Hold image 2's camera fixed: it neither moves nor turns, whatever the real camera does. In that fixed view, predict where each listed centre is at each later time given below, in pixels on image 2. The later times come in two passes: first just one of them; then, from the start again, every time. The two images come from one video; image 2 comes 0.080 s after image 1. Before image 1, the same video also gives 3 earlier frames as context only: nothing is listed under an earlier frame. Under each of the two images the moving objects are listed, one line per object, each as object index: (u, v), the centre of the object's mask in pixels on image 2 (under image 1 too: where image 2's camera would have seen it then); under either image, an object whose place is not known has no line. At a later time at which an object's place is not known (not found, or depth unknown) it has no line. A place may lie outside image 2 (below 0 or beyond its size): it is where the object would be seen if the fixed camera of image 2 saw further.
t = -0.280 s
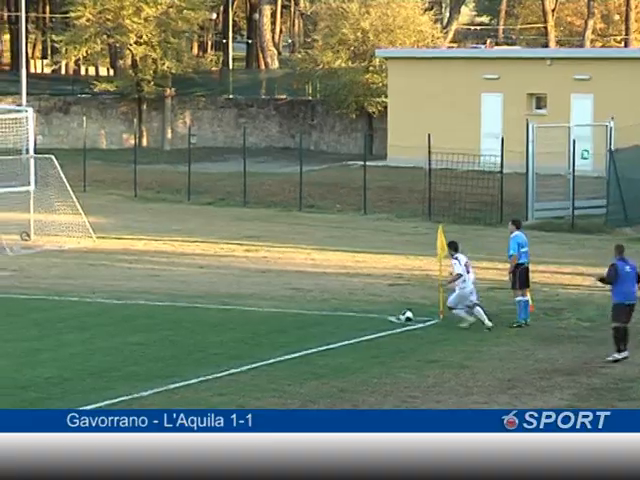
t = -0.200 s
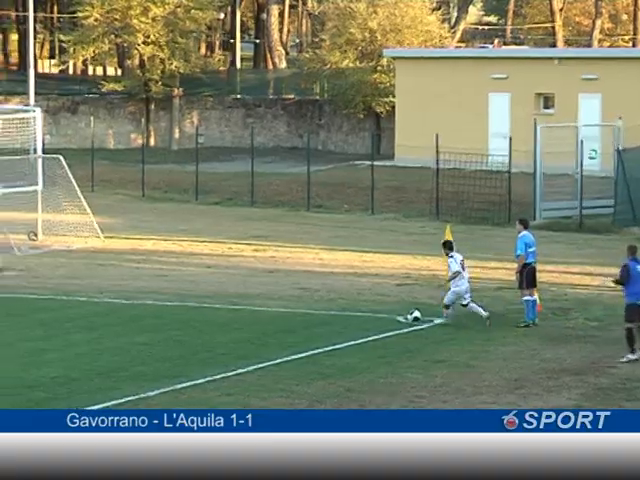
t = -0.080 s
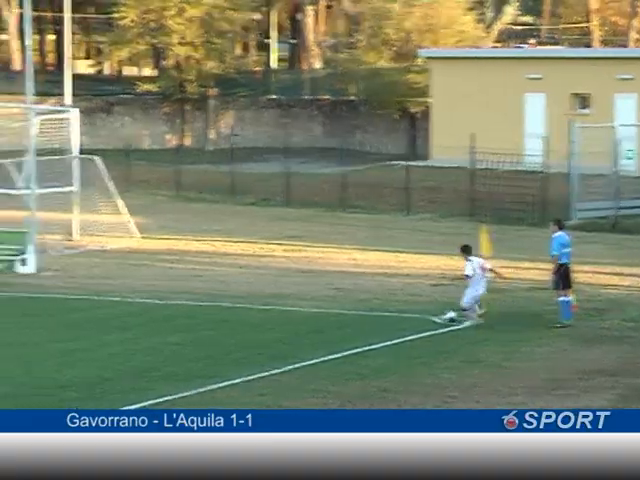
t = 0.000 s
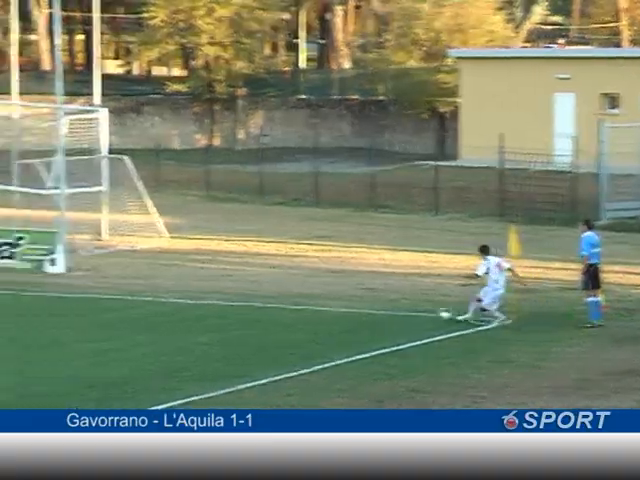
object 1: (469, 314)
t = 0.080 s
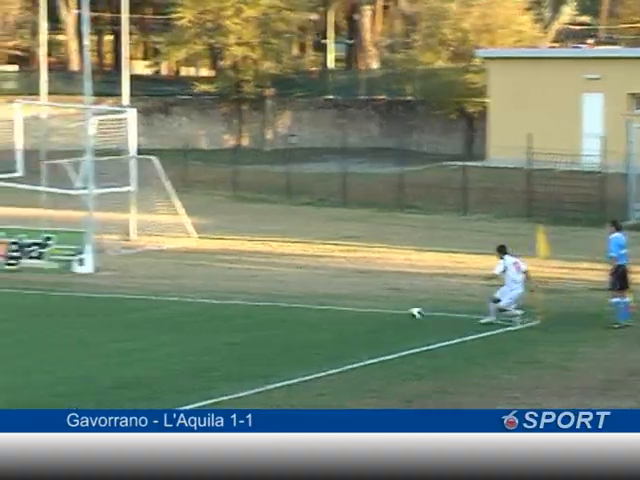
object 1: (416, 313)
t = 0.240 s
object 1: (310, 321)
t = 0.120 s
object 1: (387, 313)
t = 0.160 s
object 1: (360, 315)
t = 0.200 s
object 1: (334, 318)
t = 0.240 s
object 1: (310, 321)
